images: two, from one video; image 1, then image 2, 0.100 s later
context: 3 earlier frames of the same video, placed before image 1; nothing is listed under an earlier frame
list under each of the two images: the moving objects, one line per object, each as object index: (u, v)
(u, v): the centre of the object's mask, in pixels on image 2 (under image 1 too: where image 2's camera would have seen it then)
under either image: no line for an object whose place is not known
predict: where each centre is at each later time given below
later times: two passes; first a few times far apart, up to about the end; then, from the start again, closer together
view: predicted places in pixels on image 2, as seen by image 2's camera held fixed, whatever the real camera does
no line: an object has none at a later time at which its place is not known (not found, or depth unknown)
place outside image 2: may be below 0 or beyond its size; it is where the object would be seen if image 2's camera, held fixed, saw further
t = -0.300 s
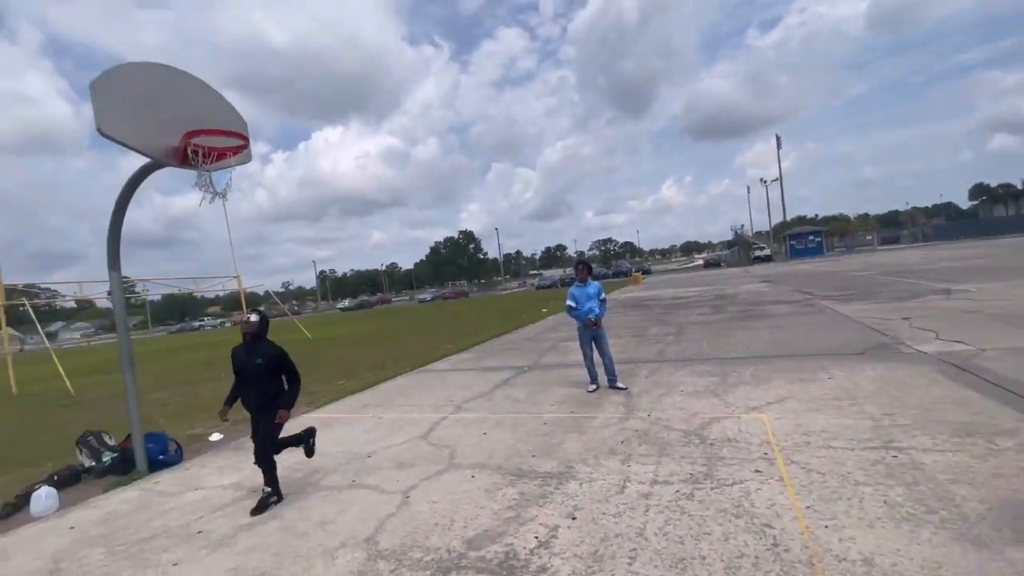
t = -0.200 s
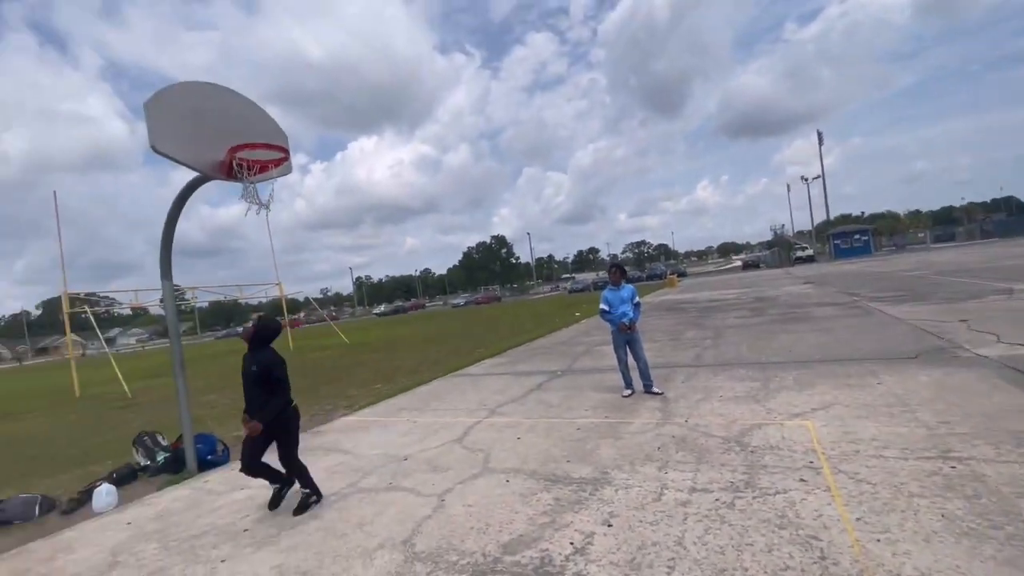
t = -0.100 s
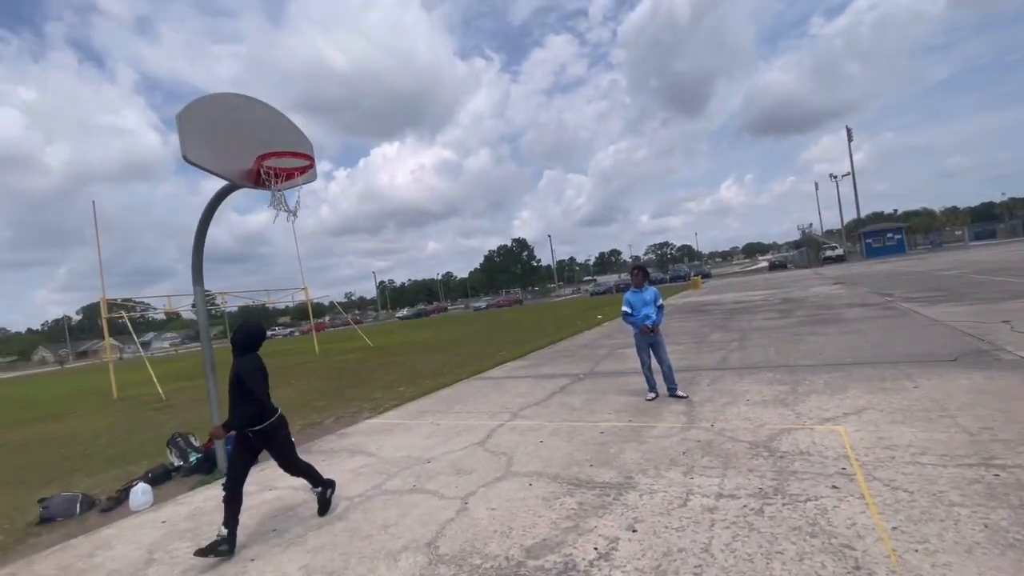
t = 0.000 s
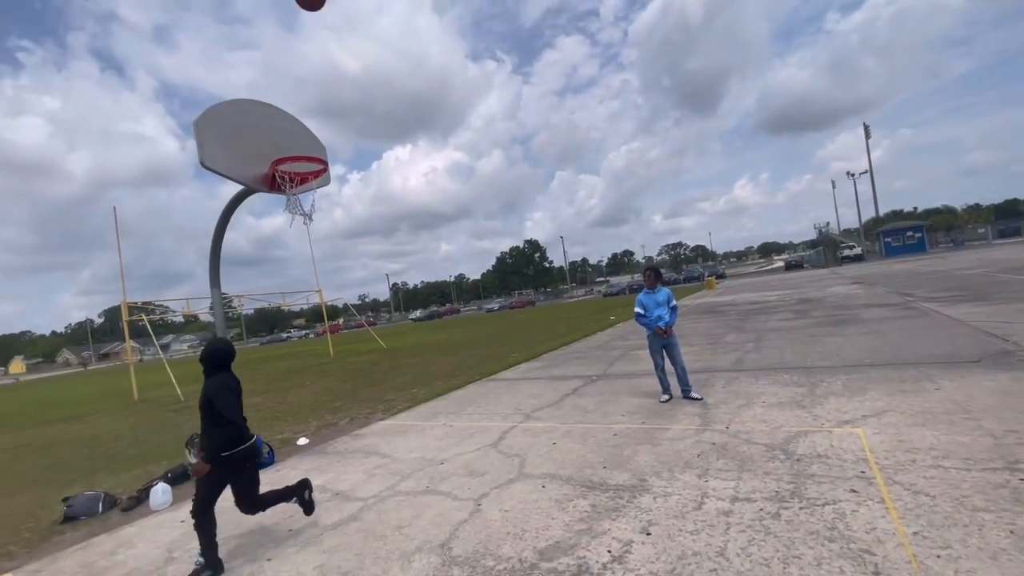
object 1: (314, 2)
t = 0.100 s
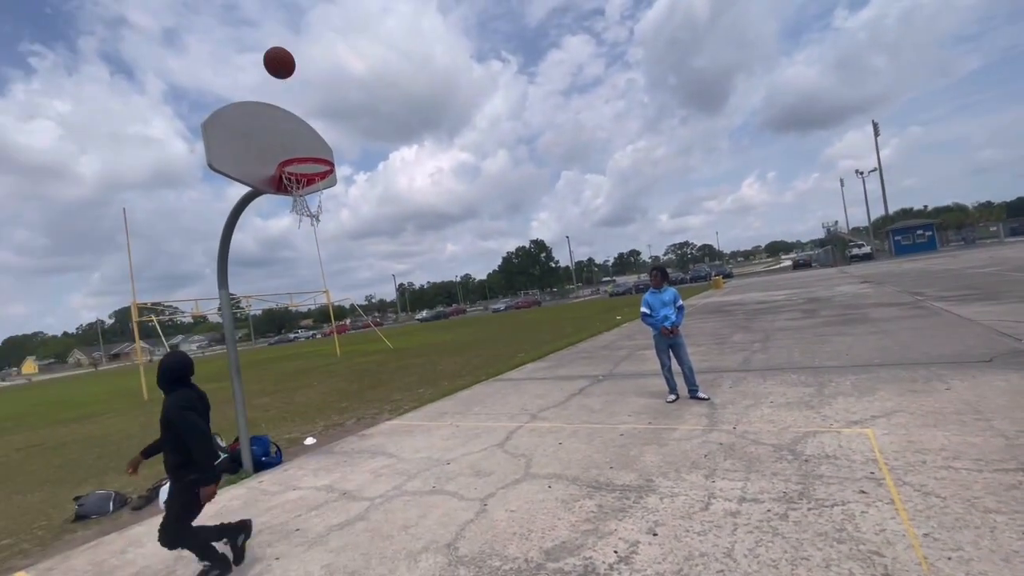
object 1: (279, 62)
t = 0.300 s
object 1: (258, 178)
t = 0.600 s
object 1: (363, 374)
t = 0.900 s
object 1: (465, 375)
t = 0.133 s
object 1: (269, 86)
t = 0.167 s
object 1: (258, 109)
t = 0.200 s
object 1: (249, 133)
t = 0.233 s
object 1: (239, 157)
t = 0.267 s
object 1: (249, 166)
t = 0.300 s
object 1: (258, 178)
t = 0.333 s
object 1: (268, 191)
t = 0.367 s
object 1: (276, 206)
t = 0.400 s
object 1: (287, 223)
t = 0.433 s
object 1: (297, 242)
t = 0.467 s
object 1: (310, 263)
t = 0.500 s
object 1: (322, 286)
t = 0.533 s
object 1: (336, 313)
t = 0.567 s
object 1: (349, 342)
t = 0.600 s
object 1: (363, 374)
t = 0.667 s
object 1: (393, 446)
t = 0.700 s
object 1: (409, 487)
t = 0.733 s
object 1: (425, 530)
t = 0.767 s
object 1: (432, 499)
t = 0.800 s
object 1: (439, 467)
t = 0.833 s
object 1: (447, 436)
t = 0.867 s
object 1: (456, 405)
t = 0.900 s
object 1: (465, 375)
